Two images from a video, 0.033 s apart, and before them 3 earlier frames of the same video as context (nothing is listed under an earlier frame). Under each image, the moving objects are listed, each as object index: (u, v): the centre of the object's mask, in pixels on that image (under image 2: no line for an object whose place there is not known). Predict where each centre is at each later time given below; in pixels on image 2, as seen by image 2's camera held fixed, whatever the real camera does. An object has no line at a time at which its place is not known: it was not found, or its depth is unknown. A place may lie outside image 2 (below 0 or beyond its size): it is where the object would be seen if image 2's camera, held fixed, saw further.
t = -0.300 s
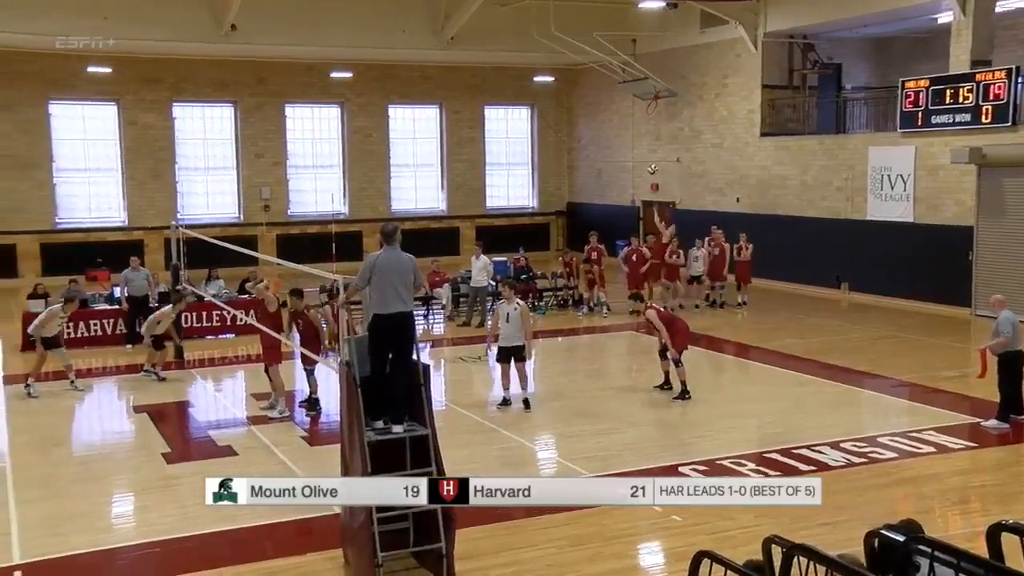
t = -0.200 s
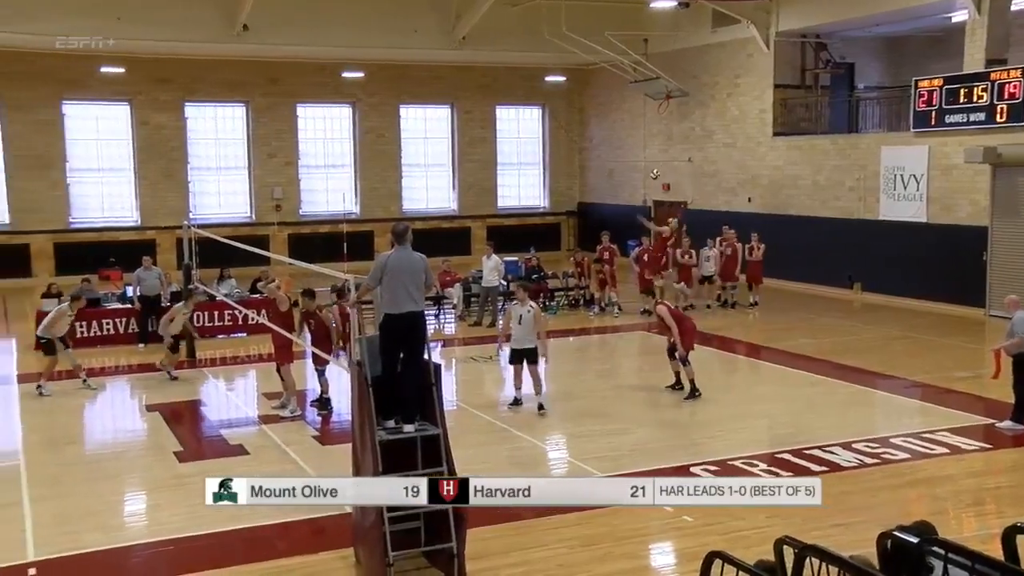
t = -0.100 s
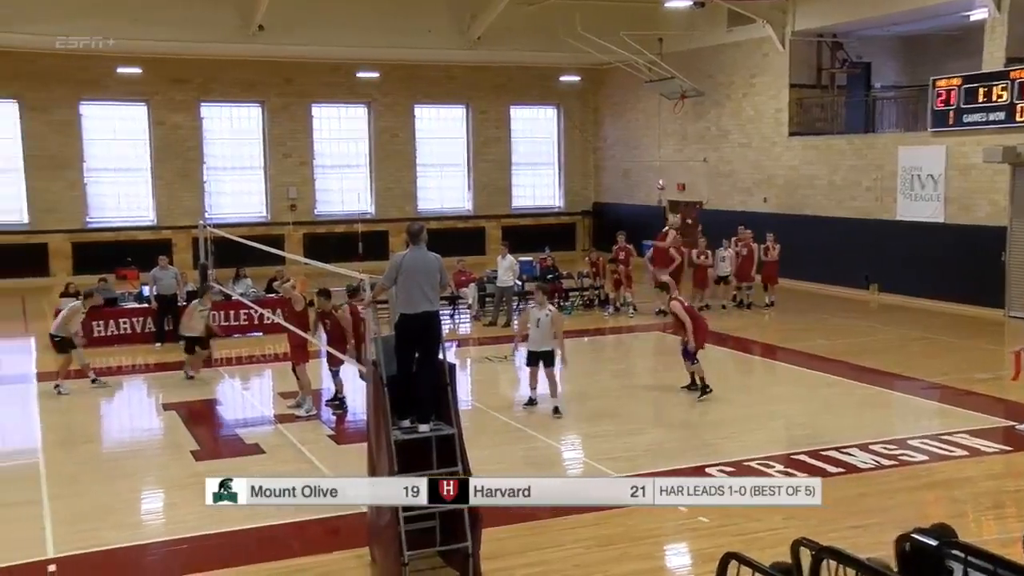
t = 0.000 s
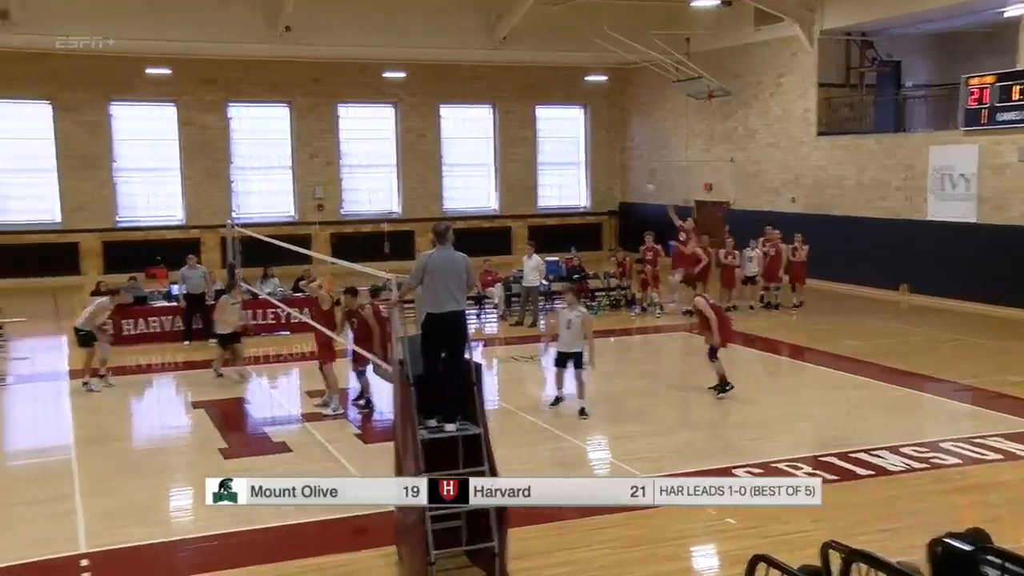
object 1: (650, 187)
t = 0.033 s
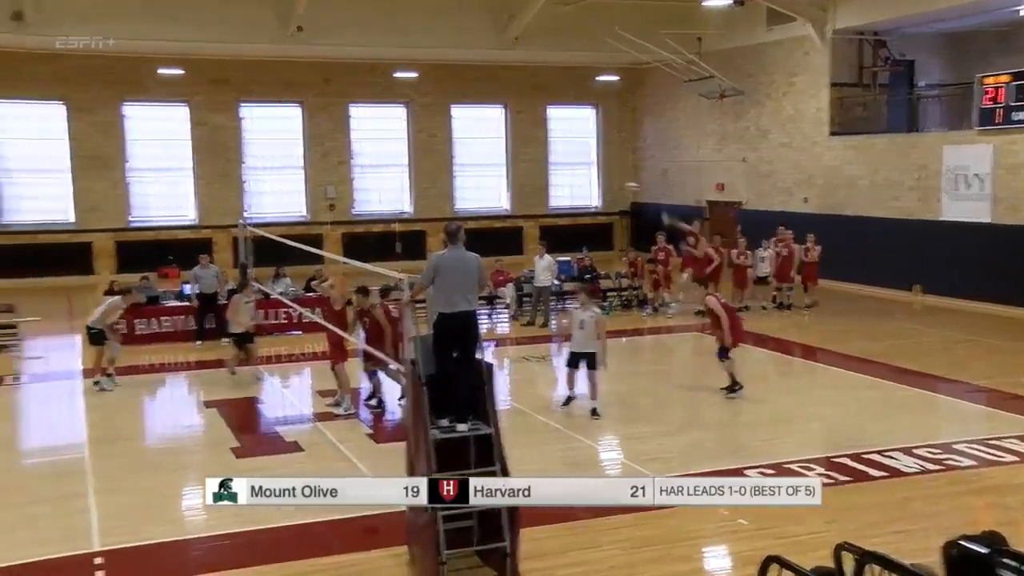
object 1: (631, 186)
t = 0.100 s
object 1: (568, 183)
